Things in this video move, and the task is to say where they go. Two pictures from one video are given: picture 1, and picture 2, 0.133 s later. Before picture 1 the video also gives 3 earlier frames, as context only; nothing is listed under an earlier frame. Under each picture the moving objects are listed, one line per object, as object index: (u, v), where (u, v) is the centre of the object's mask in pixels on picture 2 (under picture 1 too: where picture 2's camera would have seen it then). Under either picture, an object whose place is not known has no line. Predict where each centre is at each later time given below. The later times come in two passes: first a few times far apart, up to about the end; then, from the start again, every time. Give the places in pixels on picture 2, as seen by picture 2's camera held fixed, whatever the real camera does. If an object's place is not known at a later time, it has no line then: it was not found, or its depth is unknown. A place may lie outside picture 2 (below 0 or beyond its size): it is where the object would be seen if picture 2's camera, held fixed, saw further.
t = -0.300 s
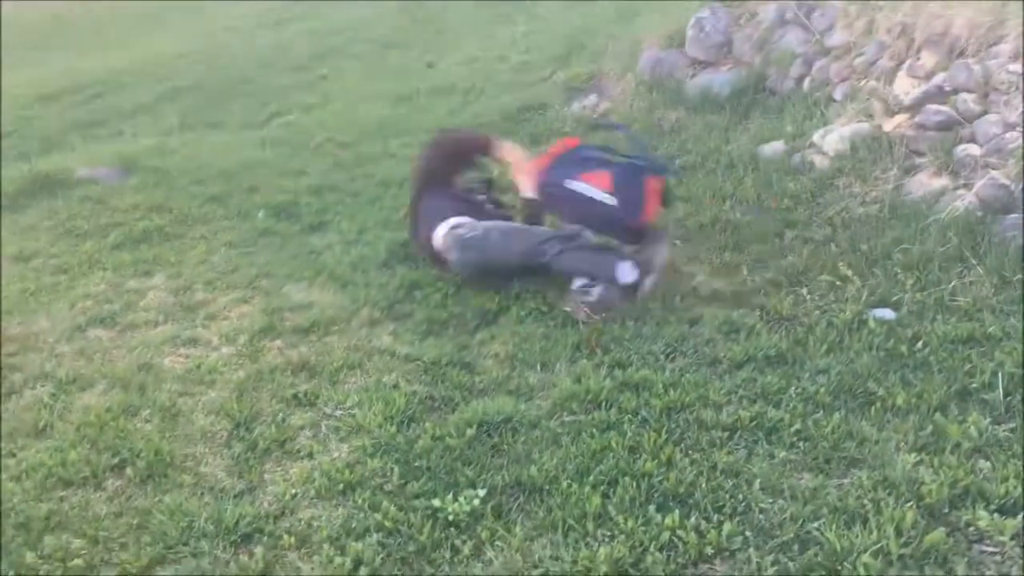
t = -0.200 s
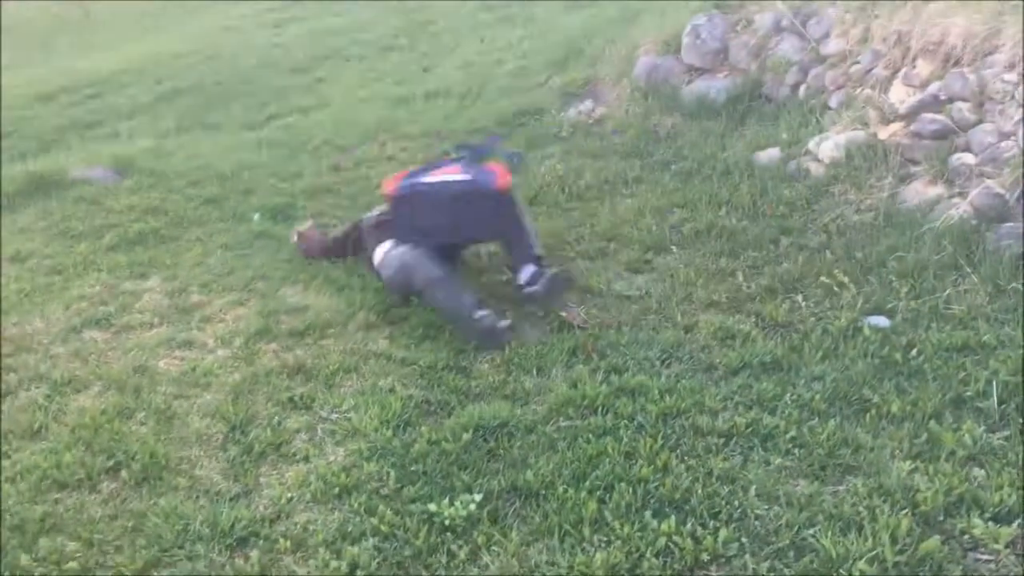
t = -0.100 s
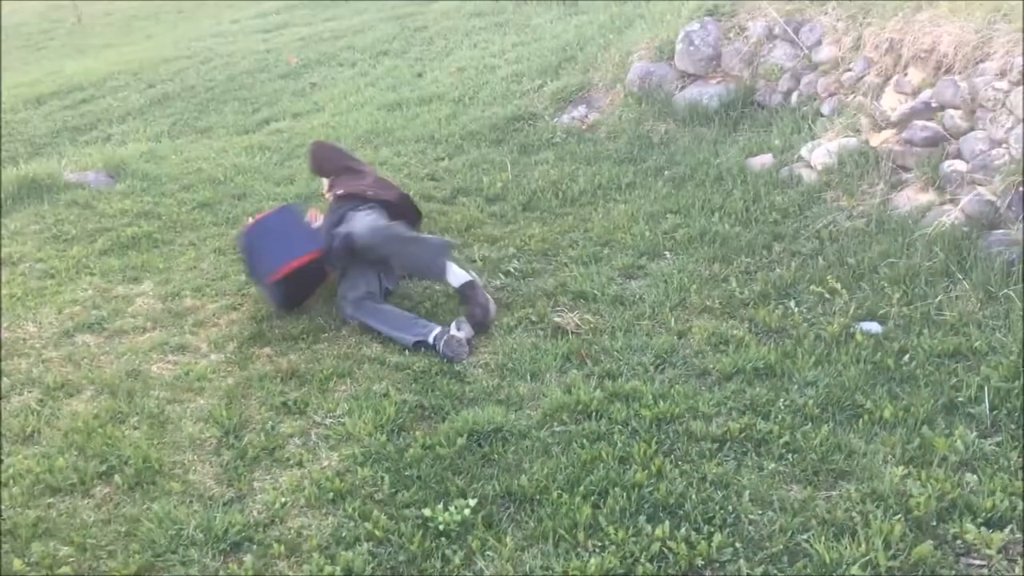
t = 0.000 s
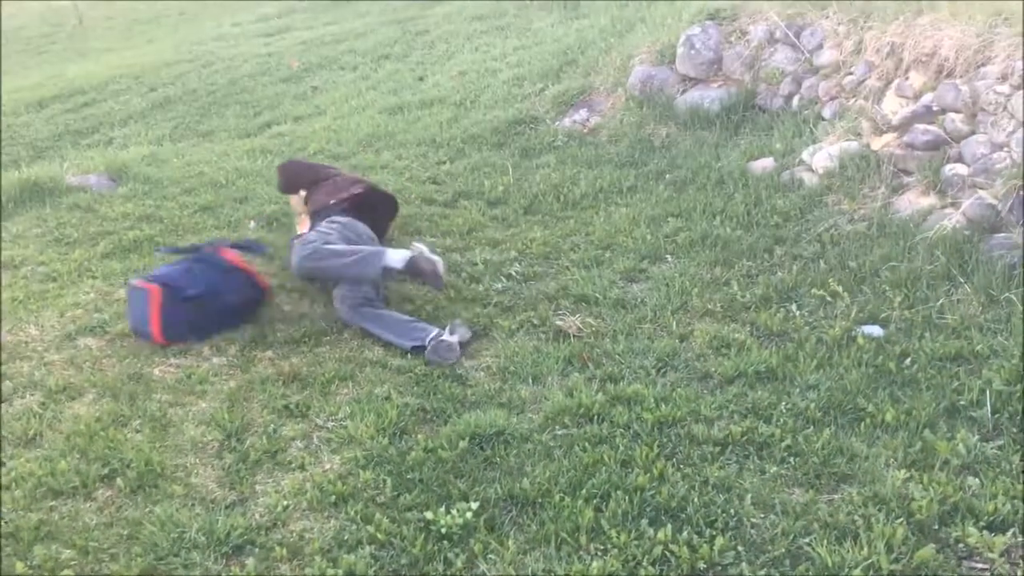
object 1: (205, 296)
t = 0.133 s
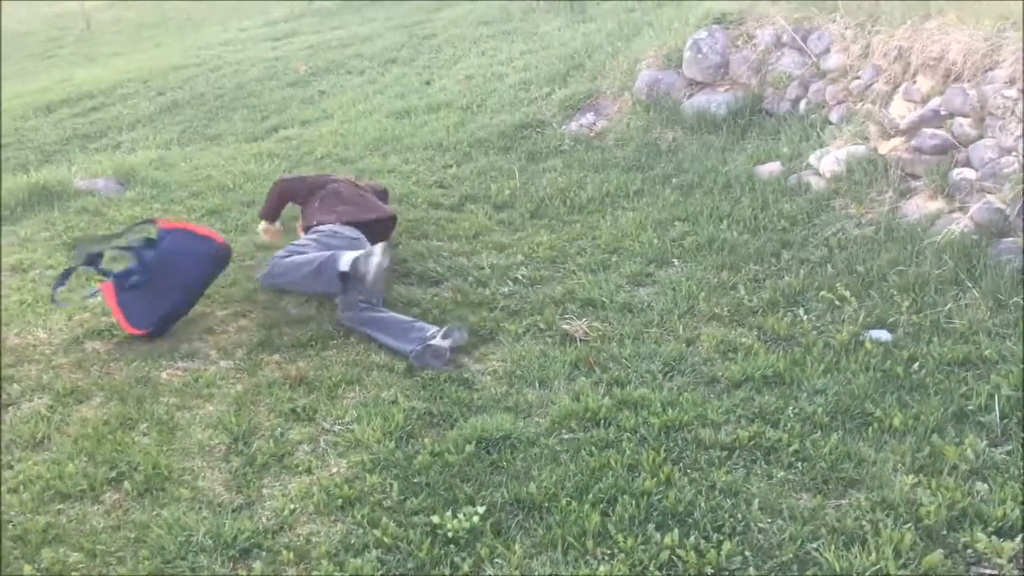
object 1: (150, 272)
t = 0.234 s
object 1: (136, 275)
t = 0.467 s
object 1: (93, 292)
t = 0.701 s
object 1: (39, 307)
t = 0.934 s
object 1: (8, 325)
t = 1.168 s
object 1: (13, 328)
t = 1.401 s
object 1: (13, 328)
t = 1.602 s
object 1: (13, 328)
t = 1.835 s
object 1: (13, 328)
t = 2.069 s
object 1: (13, 328)
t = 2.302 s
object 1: (13, 328)
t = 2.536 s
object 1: (13, 328)
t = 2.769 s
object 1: (13, 328)
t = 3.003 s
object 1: (13, 328)
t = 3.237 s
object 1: (13, 328)
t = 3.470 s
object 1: (13, 328)
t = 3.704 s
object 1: (13, 328)
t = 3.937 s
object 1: (14, 327)
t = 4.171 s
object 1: (13, 327)
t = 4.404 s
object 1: (13, 327)
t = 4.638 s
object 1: (13, 328)
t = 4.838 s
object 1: (13, 327)
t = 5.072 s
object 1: (13, 328)
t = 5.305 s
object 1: (13, 328)
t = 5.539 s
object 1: (13, 328)
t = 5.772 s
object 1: (13, 328)
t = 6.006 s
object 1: (13, 328)
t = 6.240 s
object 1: (13, 328)
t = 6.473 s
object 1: (13, 327)
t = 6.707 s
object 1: (13, 328)
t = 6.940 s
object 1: (13, 327)
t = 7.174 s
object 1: (14, 328)
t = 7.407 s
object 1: (14, 328)
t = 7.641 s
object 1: (13, 328)
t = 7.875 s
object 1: (13, 328)
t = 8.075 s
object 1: (13, 328)
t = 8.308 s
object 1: (12, 328)
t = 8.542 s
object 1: (11, 328)
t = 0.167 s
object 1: (143, 274)
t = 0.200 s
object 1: (140, 274)
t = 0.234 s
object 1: (136, 275)
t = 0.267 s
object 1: (129, 276)
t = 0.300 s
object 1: (121, 280)
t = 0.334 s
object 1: (113, 283)
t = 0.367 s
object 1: (105, 287)
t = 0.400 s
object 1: (97, 290)
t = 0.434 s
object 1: (90, 293)
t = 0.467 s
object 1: (93, 292)
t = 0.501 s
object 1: (78, 297)
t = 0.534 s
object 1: (74, 295)
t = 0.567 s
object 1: (69, 295)
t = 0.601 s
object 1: (59, 300)
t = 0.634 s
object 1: (54, 300)
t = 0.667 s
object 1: (47, 302)
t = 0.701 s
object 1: (39, 307)
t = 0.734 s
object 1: (32, 313)
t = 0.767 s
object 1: (26, 318)
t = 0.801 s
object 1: (19, 321)
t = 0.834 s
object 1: (15, 322)
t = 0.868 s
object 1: (12, 323)
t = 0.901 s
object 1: (9, 325)
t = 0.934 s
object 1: (8, 325)
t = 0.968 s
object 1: (8, 326)
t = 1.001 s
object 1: (7, 326)
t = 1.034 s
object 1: (9, 327)
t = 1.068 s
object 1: (11, 328)
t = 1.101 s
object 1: (13, 328)
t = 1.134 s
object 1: (13, 328)
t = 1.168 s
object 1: (13, 328)
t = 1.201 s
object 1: (14, 328)
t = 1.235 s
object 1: (13, 328)
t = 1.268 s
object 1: (13, 328)
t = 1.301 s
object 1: (13, 328)
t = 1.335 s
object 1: (13, 328)
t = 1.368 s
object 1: (13, 328)
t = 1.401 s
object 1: (13, 328)
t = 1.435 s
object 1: (13, 328)
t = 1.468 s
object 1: (13, 328)
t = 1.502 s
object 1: (13, 328)
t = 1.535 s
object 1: (13, 328)
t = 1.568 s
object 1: (13, 328)
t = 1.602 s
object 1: (13, 328)
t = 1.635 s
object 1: (13, 328)
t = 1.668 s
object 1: (13, 328)
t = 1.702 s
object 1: (13, 328)
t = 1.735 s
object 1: (13, 328)
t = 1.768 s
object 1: (13, 328)
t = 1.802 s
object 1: (13, 328)
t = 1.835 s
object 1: (13, 328)
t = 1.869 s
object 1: (13, 328)
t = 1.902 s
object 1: (13, 328)
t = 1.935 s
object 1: (13, 328)
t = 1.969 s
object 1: (13, 327)
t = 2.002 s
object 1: (13, 327)
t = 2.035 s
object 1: (13, 327)
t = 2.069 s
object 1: (13, 328)
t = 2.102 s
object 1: (13, 328)
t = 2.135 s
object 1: (13, 328)
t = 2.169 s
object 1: (13, 327)
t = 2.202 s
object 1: (13, 328)
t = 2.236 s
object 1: (13, 328)
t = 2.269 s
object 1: (13, 328)
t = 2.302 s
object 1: (13, 328)
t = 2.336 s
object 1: (13, 328)
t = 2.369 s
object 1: (13, 328)
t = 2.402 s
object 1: (13, 328)
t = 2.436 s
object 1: (13, 328)
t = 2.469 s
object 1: (13, 328)
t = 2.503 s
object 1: (13, 328)
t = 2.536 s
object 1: (13, 328)
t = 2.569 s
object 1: (13, 328)
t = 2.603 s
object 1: (13, 328)
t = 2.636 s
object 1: (13, 327)
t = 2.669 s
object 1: (13, 327)
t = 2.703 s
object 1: (13, 327)
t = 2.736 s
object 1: (13, 327)
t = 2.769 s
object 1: (13, 328)
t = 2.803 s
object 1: (13, 328)
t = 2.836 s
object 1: (13, 328)
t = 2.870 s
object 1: (13, 328)
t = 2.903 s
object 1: (13, 328)
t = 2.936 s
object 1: (13, 328)
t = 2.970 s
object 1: (13, 328)
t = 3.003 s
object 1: (13, 328)
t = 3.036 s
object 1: (13, 327)
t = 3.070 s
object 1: (13, 327)
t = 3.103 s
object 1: (13, 328)
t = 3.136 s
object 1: (13, 328)
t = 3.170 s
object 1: (13, 328)
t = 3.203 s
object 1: (13, 328)
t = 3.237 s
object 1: (13, 328)
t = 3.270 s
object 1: (13, 328)
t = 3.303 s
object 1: (13, 328)
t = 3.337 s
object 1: (13, 328)
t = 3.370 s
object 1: (13, 328)
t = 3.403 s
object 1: (13, 328)
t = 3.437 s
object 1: (13, 328)
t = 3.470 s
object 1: (13, 328)
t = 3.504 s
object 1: (13, 328)
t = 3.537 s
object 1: (13, 328)
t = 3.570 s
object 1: (13, 328)
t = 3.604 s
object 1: (13, 328)
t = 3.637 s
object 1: (13, 328)
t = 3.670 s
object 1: (13, 328)
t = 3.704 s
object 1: (13, 328)
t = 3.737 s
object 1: (13, 328)
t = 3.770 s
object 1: (13, 328)
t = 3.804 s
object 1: (13, 328)
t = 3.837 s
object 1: (13, 328)
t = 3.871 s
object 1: (13, 328)
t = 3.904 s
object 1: (13, 328)
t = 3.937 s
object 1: (14, 327)
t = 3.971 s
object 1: (13, 327)
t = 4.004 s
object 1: (13, 327)
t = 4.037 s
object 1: (13, 327)
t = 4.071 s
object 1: (13, 327)
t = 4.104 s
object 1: (13, 327)
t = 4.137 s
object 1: (13, 327)
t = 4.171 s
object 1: (13, 327)
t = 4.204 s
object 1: (13, 327)
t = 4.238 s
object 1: (13, 327)
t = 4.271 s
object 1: (13, 327)
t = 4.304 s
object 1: (13, 327)
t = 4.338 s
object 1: (13, 327)
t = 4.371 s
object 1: (13, 327)
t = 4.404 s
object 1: (13, 327)
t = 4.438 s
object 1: (13, 327)
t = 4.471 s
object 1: (13, 327)
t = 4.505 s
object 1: (13, 327)
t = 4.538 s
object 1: (13, 328)
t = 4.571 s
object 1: (13, 328)
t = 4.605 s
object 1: (13, 328)
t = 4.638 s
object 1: (13, 328)
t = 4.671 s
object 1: (13, 328)
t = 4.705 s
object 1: (13, 327)
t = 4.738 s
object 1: (13, 327)
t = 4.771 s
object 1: (13, 327)
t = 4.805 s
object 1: (13, 328)
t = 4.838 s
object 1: (13, 327)
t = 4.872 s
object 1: (13, 328)
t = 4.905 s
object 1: (13, 327)
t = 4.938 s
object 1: (13, 327)
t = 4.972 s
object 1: (13, 327)
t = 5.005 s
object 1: (13, 328)
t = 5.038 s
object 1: (13, 328)
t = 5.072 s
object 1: (13, 328)
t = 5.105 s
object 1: (13, 328)
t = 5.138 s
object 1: (13, 328)
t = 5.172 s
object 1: (13, 328)
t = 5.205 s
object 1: (13, 328)
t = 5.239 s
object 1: (13, 328)
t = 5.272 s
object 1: (13, 328)
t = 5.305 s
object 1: (13, 328)
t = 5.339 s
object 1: (13, 328)
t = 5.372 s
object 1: (13, 328)
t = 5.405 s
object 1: (13, 328)
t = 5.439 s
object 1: (13, 328)
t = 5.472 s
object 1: (13, 328)
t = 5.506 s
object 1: (13, 328)
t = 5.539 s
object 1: (13, 328)
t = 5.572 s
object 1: (13, 328)
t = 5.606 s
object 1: (14, 328)
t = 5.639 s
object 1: (14, 328)
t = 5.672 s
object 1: (13, 328)
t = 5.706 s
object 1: (13, 328)
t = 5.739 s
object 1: (13, 328)
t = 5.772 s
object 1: (13, 328)
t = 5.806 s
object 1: (13, 328)
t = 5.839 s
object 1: (13, 328)
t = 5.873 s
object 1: (13, 328)
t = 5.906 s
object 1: (13, 328)
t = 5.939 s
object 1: (13, 328)
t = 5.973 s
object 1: (13, 328)
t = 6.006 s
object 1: (13, 328)
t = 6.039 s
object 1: (13, 328)
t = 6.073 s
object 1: (13, 328)
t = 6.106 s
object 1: (13, 327)
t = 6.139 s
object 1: (13, 328)
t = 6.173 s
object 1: (13, 328)
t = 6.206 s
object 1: (13, 328)
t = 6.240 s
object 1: (13, 328)
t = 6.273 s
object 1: (13, 328)
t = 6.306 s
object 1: (13, 328)
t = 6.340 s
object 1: (13, 328)
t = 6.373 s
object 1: (13, 327)
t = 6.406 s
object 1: (13, 328)
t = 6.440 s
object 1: (13, 328)
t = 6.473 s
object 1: (13, 327)
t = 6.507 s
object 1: (13, 327)
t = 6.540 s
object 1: (13, 327)
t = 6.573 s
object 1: (13, 327)
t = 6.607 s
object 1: (13, 328)
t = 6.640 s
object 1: (13, 328)
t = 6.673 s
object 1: (13, 328)
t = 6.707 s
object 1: (13, 328)
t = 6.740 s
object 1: (13, 328)
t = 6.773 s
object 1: (13, 328)
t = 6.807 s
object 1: (14, 328)
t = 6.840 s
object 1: (13, 327)
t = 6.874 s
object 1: (13, 328)
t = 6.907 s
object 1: (13, 327)
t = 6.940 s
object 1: (13, 327)
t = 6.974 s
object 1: (13, 328)
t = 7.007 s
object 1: (14, 327)
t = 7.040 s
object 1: (14, 327)
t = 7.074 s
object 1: (13, 327)
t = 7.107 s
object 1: (14, 328)
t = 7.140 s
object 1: (14, 328)
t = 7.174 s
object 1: (14, 328)
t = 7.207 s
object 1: (14, 328)
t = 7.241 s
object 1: (15, 327)
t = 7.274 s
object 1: (14, 327)
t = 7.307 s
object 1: (14, 328)
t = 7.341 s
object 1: (13, 328)
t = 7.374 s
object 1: (13, 328)
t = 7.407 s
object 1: (14, 328)
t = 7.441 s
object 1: (14, 328)
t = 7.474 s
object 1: (14, 328)
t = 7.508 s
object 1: (14, 328)
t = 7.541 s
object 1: (14, 328)
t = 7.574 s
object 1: (13, 328)
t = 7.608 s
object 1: (13, 328)
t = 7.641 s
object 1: (13, 328)
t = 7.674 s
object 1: (13, 328)
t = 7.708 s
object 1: (13, 328)
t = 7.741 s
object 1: (13, 328)
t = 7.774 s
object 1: (13, 328)
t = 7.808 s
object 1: (13, 328)
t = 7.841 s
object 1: (13, 328)
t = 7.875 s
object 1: (13, 328)
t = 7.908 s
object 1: (13, 328)
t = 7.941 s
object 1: (13, 328)
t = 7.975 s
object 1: (13, 328)
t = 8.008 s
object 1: (13, 328)
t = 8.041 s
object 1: (13, 328)
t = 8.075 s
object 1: (13, 328)
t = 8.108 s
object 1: (13, 328)
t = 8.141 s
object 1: (13, 328)
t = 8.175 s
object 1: (13, 328)
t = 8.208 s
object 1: (13, 328)
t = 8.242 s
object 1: (13, 328)
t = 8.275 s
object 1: (12, 328)
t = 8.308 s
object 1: (12, 328)
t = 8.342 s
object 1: (12, 328)
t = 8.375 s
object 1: (12, 328)
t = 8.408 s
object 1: (12, 328)
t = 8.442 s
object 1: (12, 328)
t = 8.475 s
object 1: (12, 328)
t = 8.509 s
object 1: (12, 328)
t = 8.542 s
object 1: (11, 328)
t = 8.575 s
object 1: (11, 328)
